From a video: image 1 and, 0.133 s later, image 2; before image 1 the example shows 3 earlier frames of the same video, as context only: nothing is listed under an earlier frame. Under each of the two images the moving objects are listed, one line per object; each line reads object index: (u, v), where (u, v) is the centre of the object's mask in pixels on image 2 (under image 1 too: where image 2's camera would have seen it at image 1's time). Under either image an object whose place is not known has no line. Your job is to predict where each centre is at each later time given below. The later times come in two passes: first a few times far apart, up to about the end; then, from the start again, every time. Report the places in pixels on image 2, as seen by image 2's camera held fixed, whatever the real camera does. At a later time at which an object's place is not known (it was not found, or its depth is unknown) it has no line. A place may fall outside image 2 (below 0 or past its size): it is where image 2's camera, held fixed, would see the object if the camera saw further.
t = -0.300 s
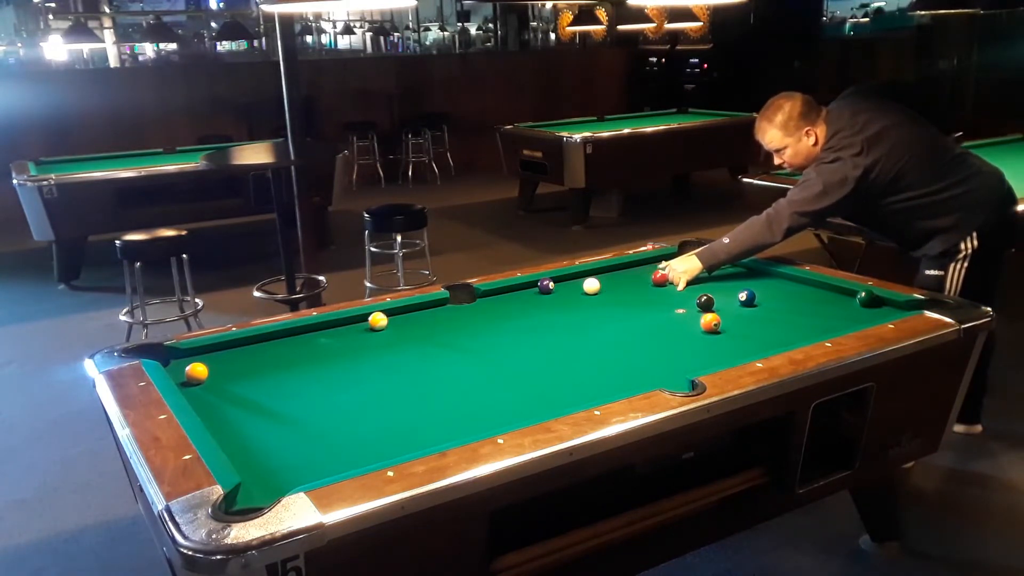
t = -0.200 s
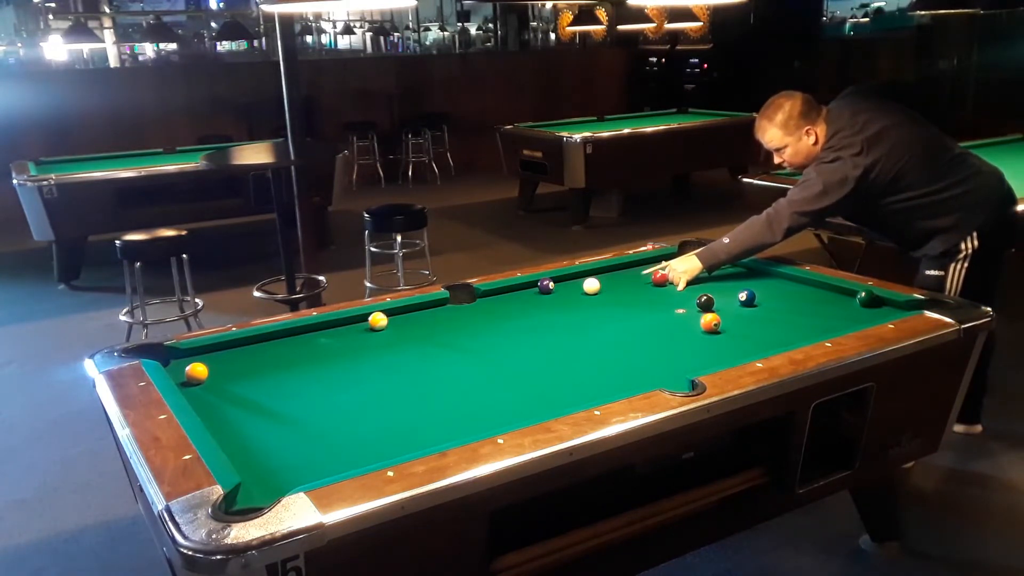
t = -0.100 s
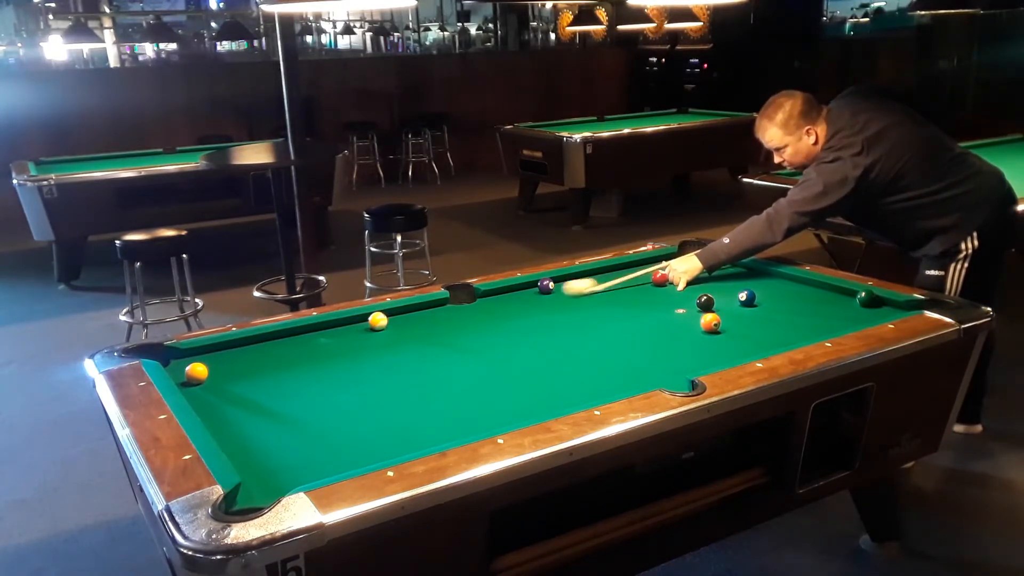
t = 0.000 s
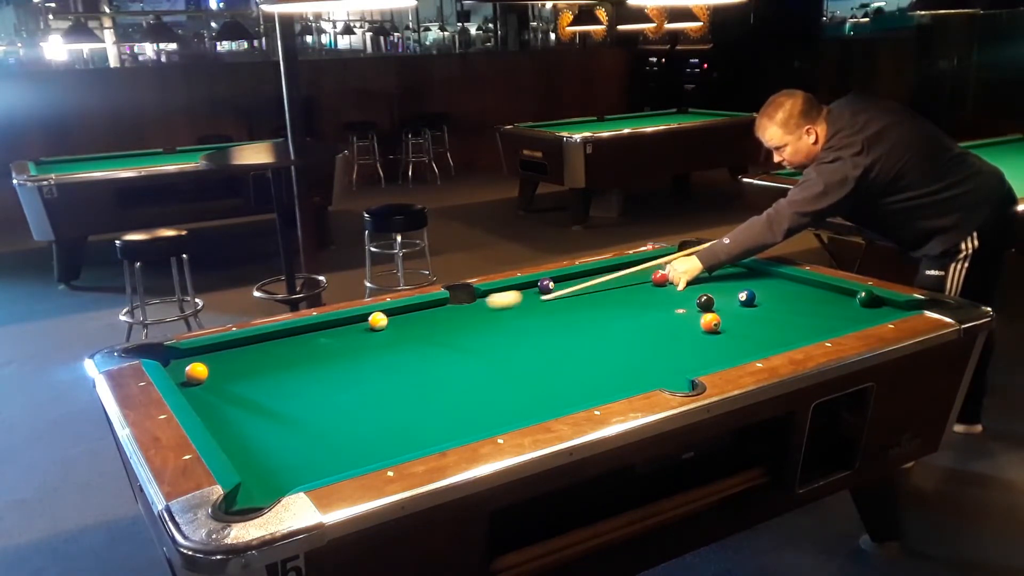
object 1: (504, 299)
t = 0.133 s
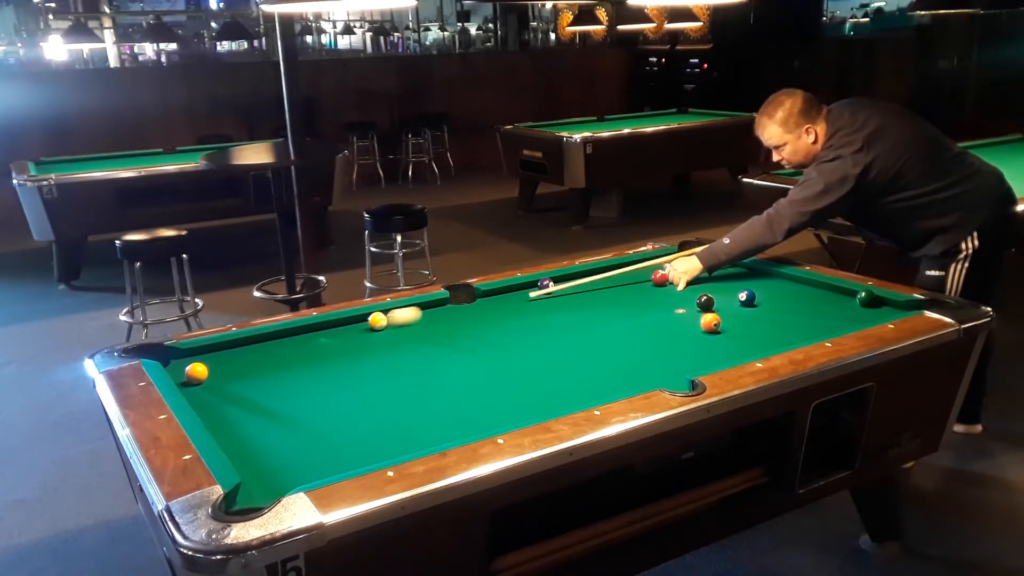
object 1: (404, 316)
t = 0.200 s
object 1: (395, 318)
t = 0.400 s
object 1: (406, 315)
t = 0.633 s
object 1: (418, 313)
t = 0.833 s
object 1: (428, 311)
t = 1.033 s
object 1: (437, 310)
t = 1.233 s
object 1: (445, 309)
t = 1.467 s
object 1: (453, 307)
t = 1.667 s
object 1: (459, 306)
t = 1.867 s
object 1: (464, 305)
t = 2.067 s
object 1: (469, 305)
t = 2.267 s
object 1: (473, 304)
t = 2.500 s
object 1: (475, 303)
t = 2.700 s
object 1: (477, 303)
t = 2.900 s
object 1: (479, 302)
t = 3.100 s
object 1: (480, 302)
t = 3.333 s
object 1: (480, 302)
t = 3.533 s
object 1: (480, 302)
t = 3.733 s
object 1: (480, 302)
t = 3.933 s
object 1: (480, 303)
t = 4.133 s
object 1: (480, 303)
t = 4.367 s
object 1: (480, 303)
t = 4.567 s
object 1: (480, 303)
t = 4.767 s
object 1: (480, 303)
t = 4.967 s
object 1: (480, 303)
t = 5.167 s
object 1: (480, 303)
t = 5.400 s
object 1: (480, 302)
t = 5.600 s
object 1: (480, 303)
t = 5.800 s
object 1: (480, 303)
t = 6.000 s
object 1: (480, 303)
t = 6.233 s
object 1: (480, 303)
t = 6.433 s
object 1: (480, 303)
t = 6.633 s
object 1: (480, 303)
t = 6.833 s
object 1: (480, 303)
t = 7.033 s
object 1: (480, 303)
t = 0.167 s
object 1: (395, 318)
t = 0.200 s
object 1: (395, 318)
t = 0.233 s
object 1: (396, 317)
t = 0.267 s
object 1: (398, 317)
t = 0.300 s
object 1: (400, 317)
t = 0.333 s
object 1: (402, 316)
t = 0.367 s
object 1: (404, 316)
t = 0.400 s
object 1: (406, 315)
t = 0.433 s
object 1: (408, 315)
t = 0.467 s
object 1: (409, 315)
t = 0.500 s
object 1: (411, 314)
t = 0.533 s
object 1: (413, 314)
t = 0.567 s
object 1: (415, 314)
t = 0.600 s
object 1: (416, 313)
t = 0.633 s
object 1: (418, 313)
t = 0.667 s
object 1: (420, 313)
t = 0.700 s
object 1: (421, 312)
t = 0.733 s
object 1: (423, 312)
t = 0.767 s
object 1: (425, 312)
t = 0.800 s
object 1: (426, 312)
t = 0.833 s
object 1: (428, 311)
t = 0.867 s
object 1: (429, 311)
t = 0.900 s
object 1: (431, 311)
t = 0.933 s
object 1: (432, 311)
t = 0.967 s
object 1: (434, 310)
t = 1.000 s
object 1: (435, 310)
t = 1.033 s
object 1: (437, 310)
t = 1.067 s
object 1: (438, 310)
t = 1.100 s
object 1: (439, 309)
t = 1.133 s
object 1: (441, 309)
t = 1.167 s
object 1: (442, 309)
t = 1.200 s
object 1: (443, 309)
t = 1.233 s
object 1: (445, 309)
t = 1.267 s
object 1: (446, 309)
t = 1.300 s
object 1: (447, 308)
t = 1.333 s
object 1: (448, 308)
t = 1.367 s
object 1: (449, 308)
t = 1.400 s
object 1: (451, 308)
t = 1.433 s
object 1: (452, 307)
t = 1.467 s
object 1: (453, 307)
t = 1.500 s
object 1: (454, 307)
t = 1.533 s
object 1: (455, 307)
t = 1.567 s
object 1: (456, 307)
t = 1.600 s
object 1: (457, 307)
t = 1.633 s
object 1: (458, 306)
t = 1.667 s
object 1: (459, 306)
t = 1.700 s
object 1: (460, 306)
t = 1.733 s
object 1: (461, 306)
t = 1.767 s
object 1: (462, 306)
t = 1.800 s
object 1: (463, 306)
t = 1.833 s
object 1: (464, 306)
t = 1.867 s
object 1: (464, 305)
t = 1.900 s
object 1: (465, 305)
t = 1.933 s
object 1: (466, 305)
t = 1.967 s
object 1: (467, 305)
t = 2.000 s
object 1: (468, 305)
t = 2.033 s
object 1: (468, 305)
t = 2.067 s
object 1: (469, 305)
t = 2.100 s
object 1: (470, 304)
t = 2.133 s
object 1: (470, 304)
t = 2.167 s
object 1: (471, 304)
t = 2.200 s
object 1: (472, 304)
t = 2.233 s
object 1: (472, 304)
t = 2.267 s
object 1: (473, 304)
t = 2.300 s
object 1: (473, 304)
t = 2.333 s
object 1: (473, 303)
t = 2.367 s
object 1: (474, 303)
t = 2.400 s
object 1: (475, 303)
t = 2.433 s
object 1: (475, 303)
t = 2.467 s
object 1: (475, 303)
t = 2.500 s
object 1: (475, 303)
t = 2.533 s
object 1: (476, 303)
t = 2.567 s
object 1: (476, 303)
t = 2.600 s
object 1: (476, 303)
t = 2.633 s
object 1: (477, 303)
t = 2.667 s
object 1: (477, 303)
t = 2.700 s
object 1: (477, 303)
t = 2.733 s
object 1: (478, 302)
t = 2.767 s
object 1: (478, 302)
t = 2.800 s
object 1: (478, 302)
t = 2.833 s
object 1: (478, 302)
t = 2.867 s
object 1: (479, 302)
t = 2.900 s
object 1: (479, 302)
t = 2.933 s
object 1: (479, 302)
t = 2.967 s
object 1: (479, 302)
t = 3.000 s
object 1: (480, 302)
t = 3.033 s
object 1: (480, 302)
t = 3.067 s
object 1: (480, 302)
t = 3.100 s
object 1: (480, 302)
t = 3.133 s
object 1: (480, 302)
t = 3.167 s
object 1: (480, 302)
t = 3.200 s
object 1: (480, 302)
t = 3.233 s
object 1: (480, 302)
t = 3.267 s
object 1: (480, 302)
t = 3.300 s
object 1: (480, 302)
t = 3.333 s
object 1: (480, 302)
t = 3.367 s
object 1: (480, 302)
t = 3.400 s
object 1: (480, 302)
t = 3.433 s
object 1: (480, 302)
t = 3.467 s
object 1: (480, 302)
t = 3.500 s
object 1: (480, 302)
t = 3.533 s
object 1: (480, 302)
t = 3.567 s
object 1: (480, 302)
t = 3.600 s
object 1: (480, 302)
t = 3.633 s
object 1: (480, 302)
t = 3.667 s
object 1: (480, 302)
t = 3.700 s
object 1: (480, 302)
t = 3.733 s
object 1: (480, 302)
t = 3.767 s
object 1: (480, 302)
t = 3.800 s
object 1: (480, 302)
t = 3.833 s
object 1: (480, 302)
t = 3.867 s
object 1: (480, 302)
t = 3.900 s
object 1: (480, 303)
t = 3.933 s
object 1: (480, 303)
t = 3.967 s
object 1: (480, 303)
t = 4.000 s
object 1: (480, 303)
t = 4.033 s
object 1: (480, 303)
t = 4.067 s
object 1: (480, 303)
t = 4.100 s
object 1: (480, 303)
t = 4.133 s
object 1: (480, 303)
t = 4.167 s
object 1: (480, 303)
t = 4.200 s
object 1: (480, 303)
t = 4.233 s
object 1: (480, 303)
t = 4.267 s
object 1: (480, 303)
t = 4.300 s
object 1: (480, 303)
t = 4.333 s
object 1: (480, 303)
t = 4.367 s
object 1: (480, 303)
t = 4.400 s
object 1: (480, 303)
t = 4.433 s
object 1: (480, 303)
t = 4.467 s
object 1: (480, 303)
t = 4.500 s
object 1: (480, 303)
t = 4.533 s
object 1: (480, 303)
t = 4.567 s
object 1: (480, 303)
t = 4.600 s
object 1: (480, 303)
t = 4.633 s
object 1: (480, 303)
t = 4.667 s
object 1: (480, 303)
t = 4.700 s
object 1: (480, 303)
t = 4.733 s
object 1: (480, 303)
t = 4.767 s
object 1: (480, 303)
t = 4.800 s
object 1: (480, 303)
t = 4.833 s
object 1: (480, 303)
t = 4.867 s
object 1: (480, 303)
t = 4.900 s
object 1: (480, 303)
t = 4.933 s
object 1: (480, 303)
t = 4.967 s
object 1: (480, 303)
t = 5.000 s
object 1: (480, 303)
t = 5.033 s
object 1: (480, 303)
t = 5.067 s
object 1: (480, 303)
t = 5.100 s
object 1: (480, 303)
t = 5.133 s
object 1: (480, 303)
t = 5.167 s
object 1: (480, 303)
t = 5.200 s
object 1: (480, 303)
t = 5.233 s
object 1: (480, 303)
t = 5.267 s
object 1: (480, 303)
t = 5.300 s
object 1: (480, 303)
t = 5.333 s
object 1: (480, 303)
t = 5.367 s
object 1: (480, 303)
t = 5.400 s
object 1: (480, 302)
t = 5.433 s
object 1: (480, 303)
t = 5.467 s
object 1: (480, 303)
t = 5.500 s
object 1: (480, 303)
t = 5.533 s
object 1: (480, 303)
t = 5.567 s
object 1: (480, 303)
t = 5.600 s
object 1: (480, 303)
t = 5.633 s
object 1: (480, 303)
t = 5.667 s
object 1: (480, 303)
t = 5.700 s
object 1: (480, 303)
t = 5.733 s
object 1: (480, 303)
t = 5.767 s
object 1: (480, 303)
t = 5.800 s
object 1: (480, 303)
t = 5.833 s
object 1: (480, 303)
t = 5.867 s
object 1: (480, 303)
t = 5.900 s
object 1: (480, 303)
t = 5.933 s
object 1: (480, 303)
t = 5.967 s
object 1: (480, 303)
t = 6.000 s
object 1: (480, 303)
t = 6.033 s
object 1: (480, 303)
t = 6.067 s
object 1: (480, 303)
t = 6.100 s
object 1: (480, 303)
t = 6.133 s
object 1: (480, 303)
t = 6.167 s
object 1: (480, 303)
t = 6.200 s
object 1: (480, 303)
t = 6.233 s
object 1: (480, 303)
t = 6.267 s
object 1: (480, 303)
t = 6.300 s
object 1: (480, 303)
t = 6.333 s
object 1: (480, 303)
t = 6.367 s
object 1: (480, 303)
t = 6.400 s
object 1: (480, 303)
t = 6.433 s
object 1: (480, 303)
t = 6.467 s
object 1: (480, 303)
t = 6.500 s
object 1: (480, 303)
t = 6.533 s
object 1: (480, 303)
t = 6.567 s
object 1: (480, 303)
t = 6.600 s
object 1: (480, 303)
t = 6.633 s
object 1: (480, 303)
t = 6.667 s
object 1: (480, 303)
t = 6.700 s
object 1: (480, 303)
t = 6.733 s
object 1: (480, 303)
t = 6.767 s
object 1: (480, 303)
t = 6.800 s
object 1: (480, 303)
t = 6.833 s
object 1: (480, 303)
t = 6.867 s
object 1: (480, 303)
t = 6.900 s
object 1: (480, 303)
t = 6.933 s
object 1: (480, 303)
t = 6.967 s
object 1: (480, 303)
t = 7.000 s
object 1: (480, 303)
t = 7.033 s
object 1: (480, 303)
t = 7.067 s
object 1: (480, 303)
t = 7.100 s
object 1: (480, 303)
